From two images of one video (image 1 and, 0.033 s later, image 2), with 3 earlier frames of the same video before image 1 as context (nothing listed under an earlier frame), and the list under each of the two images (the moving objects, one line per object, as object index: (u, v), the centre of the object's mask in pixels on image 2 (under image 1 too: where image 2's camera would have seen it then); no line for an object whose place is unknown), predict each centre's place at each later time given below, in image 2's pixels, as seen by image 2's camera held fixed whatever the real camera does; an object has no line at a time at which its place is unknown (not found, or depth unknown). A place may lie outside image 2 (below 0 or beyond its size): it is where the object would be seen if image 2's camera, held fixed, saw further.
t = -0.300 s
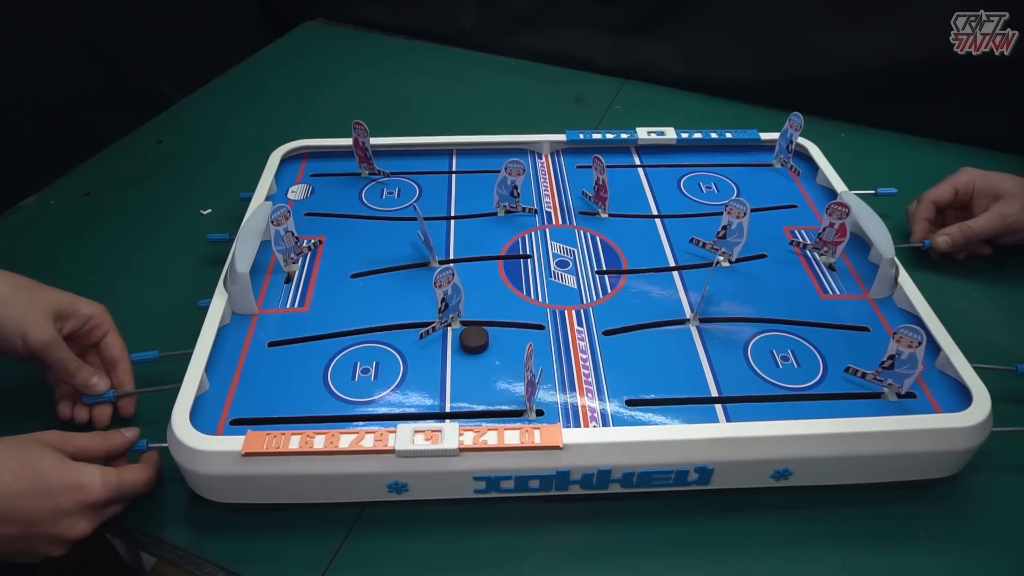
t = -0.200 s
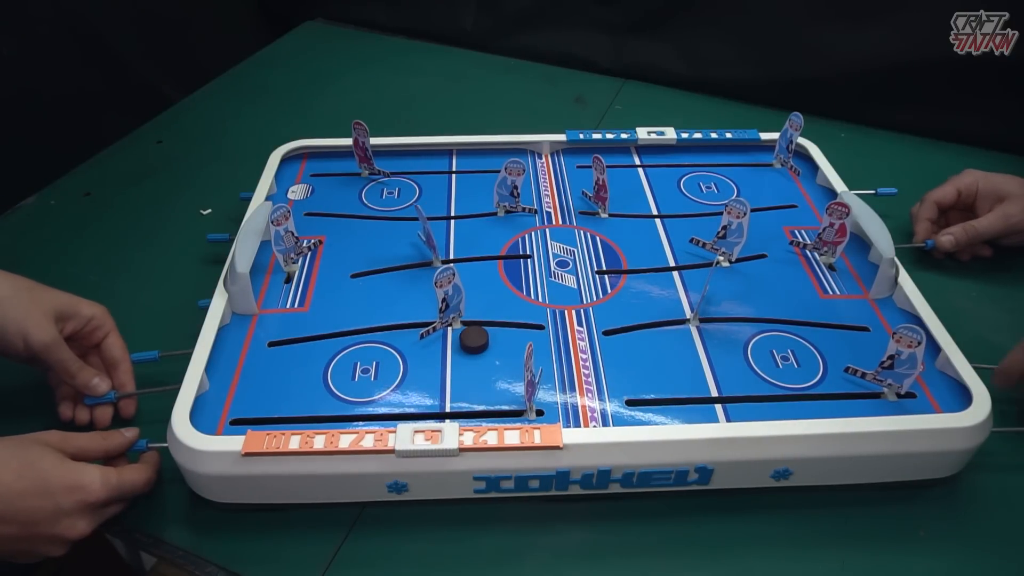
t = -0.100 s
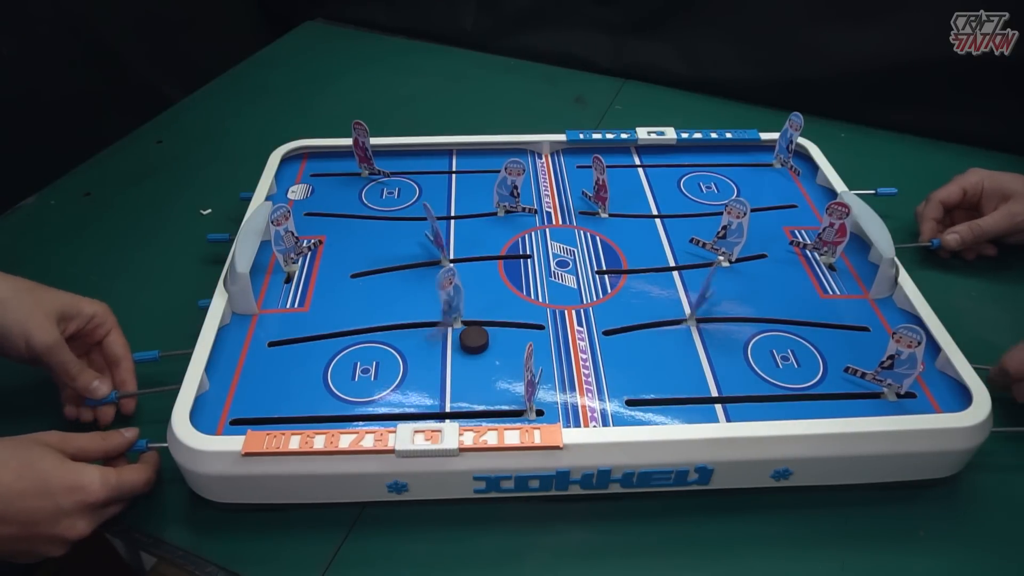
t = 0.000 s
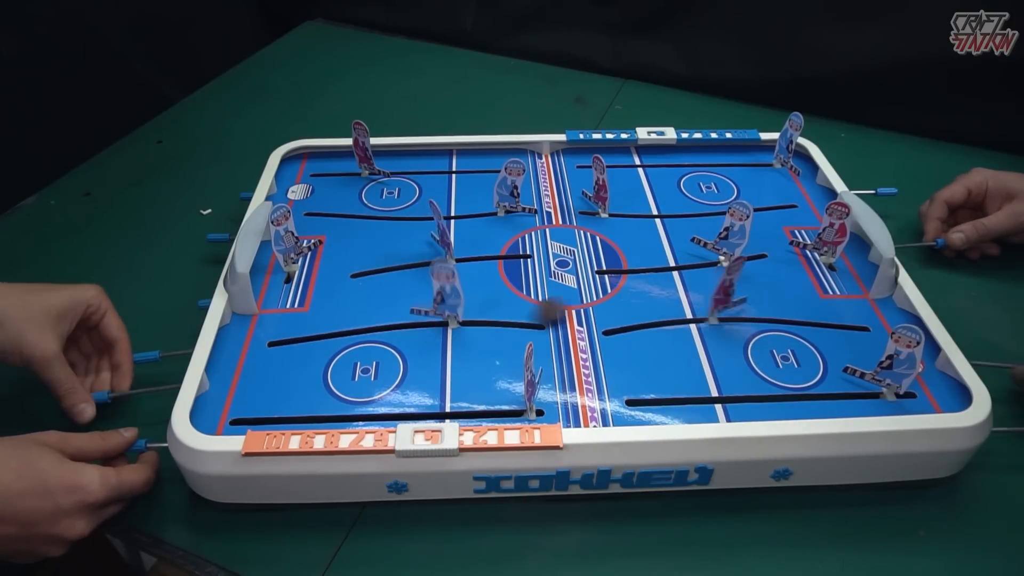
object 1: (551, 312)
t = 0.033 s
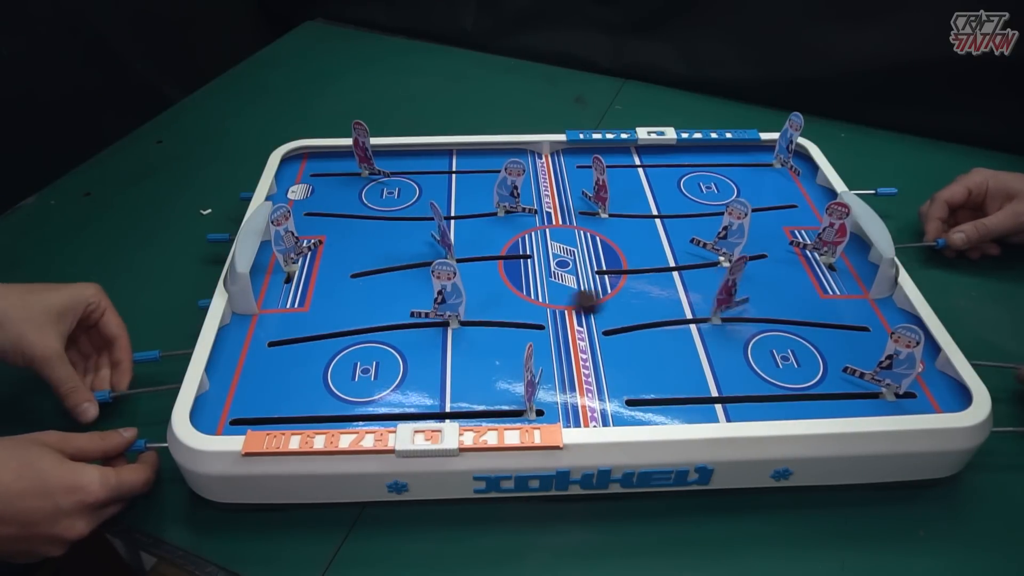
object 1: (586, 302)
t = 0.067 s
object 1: (601, 298)
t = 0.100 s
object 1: (623, 288)
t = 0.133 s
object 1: (638, 282)
